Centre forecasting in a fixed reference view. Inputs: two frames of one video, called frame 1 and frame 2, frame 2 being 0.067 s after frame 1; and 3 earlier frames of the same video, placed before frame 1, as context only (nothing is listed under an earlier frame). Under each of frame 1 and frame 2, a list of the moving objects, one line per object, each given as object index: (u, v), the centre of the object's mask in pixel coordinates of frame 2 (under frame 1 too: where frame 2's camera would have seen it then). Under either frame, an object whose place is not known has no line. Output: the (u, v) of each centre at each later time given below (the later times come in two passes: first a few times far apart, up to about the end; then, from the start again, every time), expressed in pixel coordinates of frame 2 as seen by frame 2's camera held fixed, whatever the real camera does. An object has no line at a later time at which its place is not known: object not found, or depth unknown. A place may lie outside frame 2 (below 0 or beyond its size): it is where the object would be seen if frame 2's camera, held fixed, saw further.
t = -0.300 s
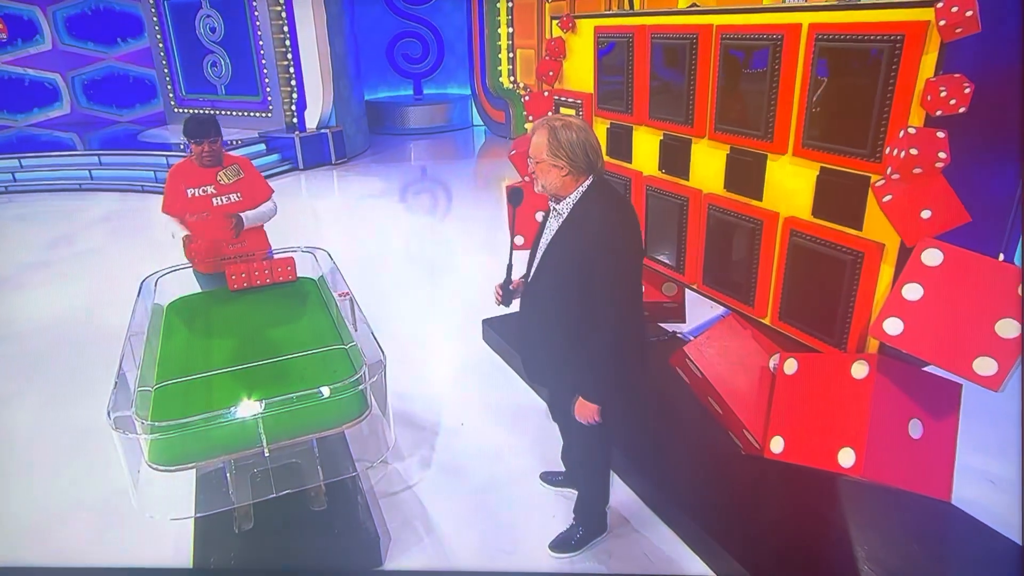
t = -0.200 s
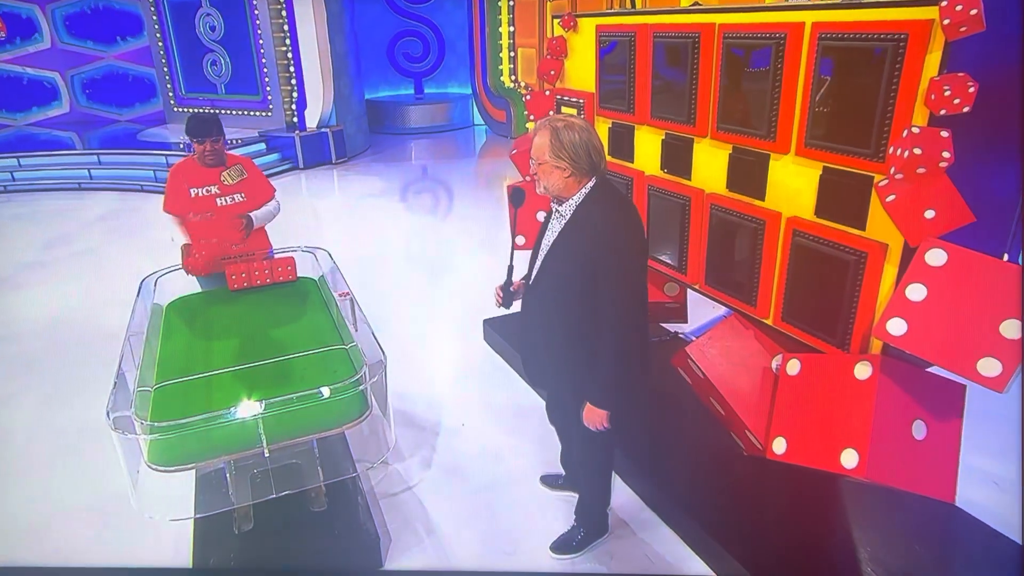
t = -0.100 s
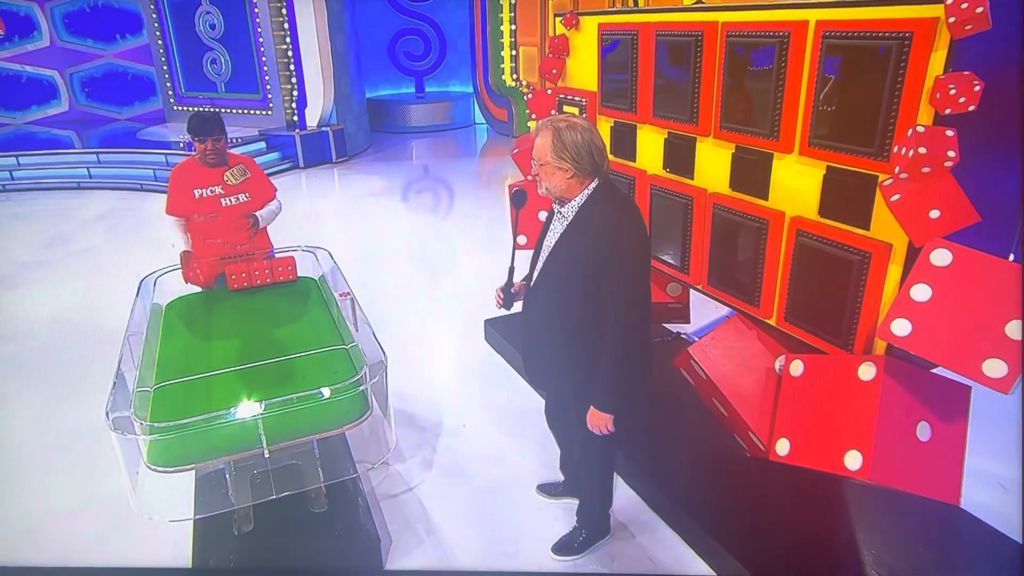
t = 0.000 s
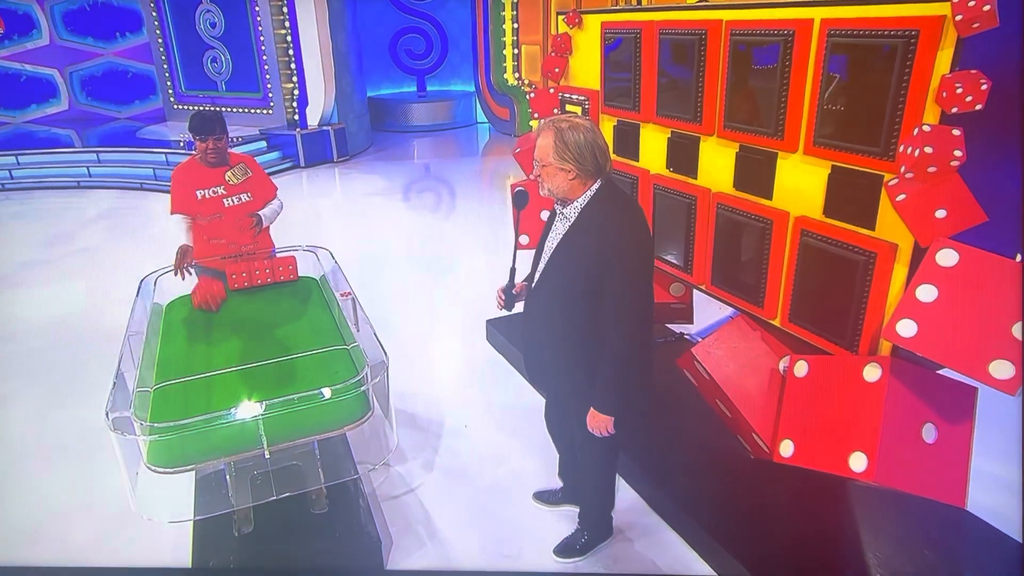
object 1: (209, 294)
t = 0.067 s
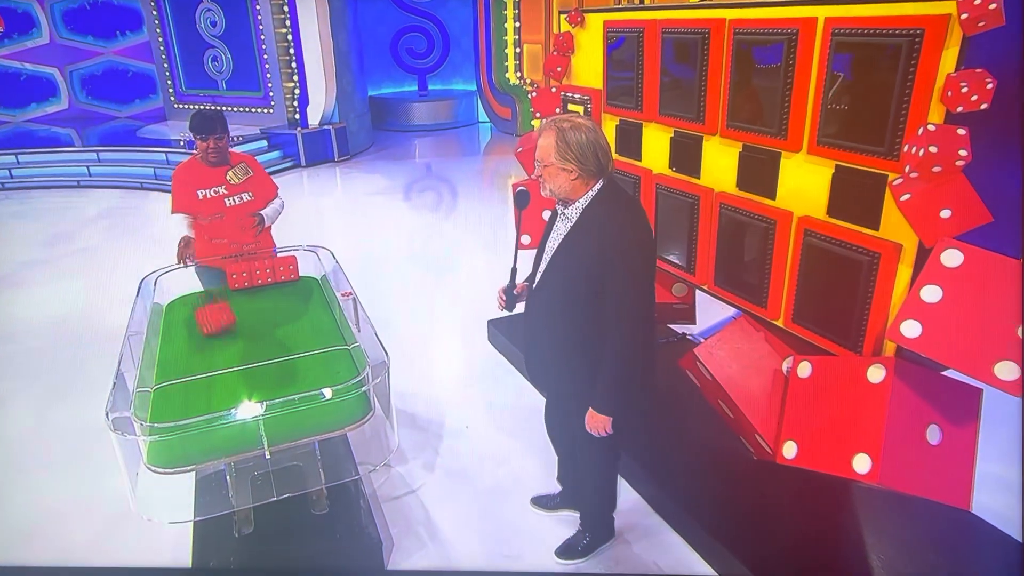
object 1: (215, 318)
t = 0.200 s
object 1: (218, 318)
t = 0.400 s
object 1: (232, 361)
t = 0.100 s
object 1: (216, 322)
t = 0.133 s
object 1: (216, 319)
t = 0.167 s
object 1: (217, 317)
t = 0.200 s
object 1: (218, 318)
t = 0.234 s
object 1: (219, 321)
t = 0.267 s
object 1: (222, 326)
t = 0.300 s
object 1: (224, 333)
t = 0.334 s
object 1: (228, 345)
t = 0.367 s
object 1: (231, 356)
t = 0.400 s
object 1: (232, 361)
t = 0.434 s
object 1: (232, 364)
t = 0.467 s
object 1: (231, 369)
